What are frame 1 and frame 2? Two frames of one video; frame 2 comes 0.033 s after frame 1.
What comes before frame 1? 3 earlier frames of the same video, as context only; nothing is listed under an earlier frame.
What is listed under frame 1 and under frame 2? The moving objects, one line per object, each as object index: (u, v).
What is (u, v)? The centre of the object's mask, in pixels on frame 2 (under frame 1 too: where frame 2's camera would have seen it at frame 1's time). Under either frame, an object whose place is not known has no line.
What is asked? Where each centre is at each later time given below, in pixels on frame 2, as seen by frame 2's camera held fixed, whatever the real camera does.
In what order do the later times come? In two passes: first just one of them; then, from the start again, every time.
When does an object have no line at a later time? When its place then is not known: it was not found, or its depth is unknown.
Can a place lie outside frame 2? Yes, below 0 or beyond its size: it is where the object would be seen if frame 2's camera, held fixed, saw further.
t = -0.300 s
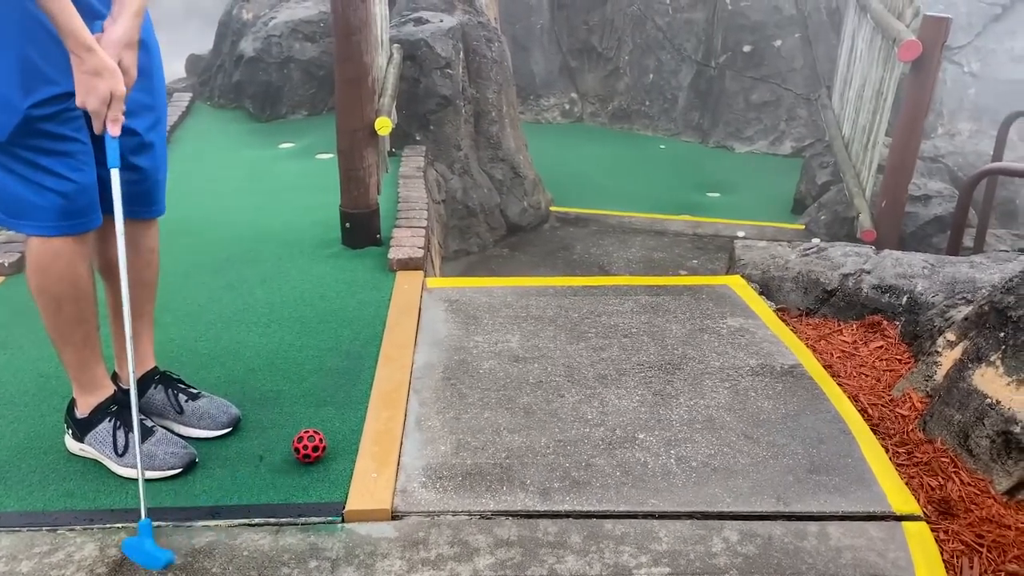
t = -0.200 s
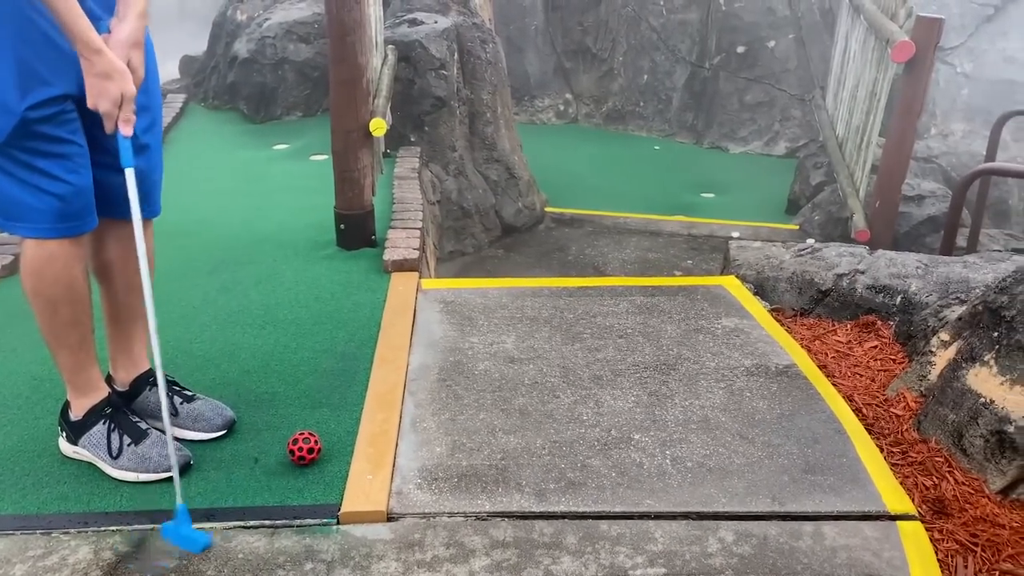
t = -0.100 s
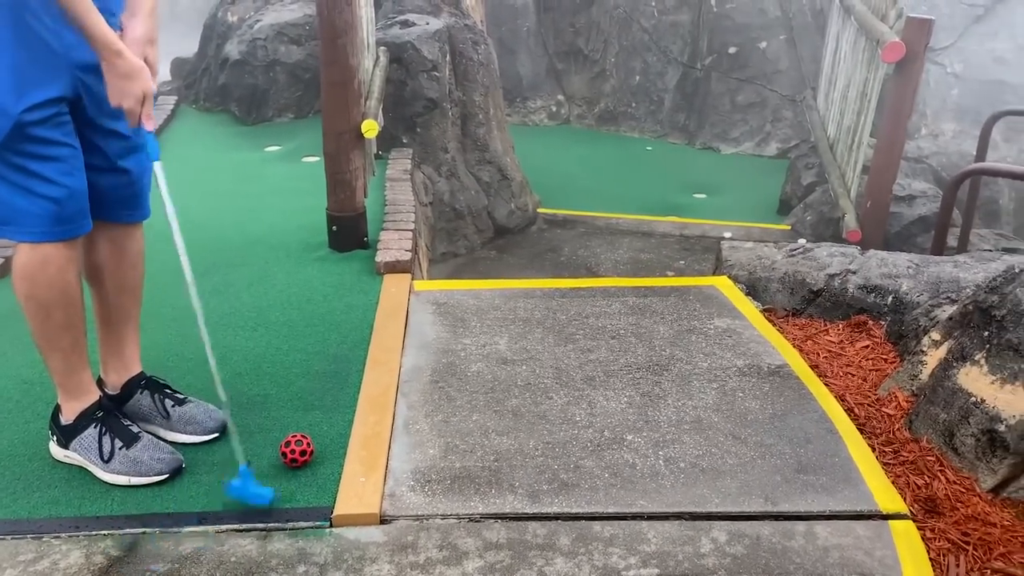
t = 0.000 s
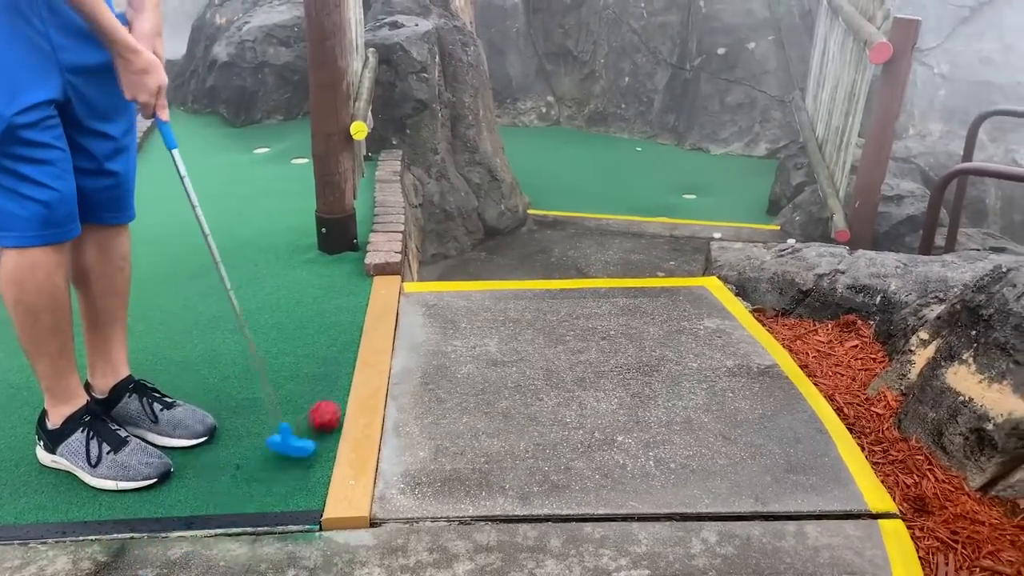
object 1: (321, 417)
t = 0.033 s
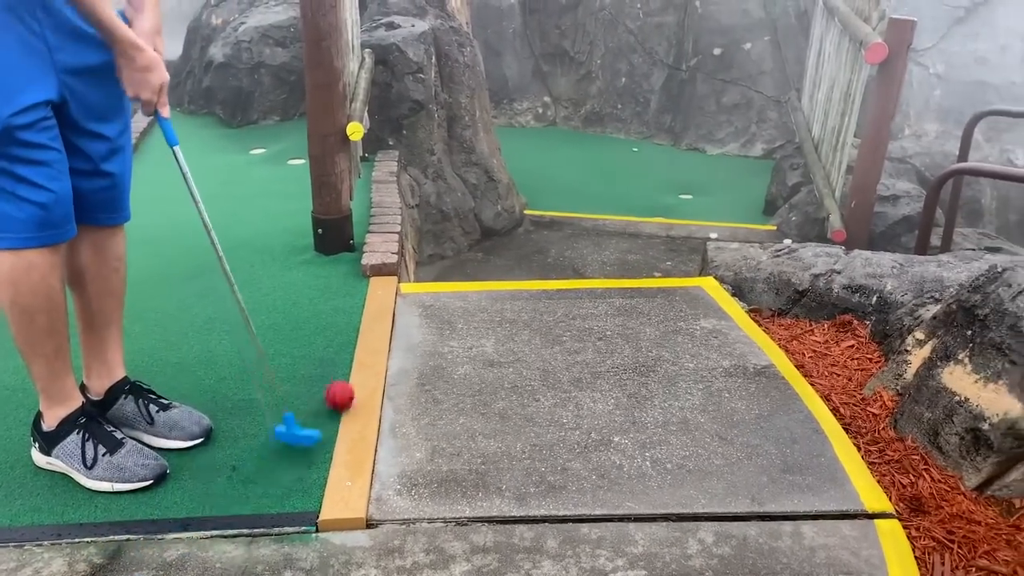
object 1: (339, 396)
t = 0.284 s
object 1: (421, 301)
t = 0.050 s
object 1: (345, 384)
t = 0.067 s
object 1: (352, 374)
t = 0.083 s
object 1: (357, 365)
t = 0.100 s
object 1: (363, 357)
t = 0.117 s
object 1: (369, 351)
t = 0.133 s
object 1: (374, 346)
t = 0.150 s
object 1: (379, 342)
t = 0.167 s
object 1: (385, 340)
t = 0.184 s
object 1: (390, 335)
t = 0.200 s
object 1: (396, 326)
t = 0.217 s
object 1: (401, 319)
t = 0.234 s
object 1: (406, 313)
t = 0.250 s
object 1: (411, 308)
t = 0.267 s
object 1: (416, 304)
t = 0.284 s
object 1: (421, 301)
